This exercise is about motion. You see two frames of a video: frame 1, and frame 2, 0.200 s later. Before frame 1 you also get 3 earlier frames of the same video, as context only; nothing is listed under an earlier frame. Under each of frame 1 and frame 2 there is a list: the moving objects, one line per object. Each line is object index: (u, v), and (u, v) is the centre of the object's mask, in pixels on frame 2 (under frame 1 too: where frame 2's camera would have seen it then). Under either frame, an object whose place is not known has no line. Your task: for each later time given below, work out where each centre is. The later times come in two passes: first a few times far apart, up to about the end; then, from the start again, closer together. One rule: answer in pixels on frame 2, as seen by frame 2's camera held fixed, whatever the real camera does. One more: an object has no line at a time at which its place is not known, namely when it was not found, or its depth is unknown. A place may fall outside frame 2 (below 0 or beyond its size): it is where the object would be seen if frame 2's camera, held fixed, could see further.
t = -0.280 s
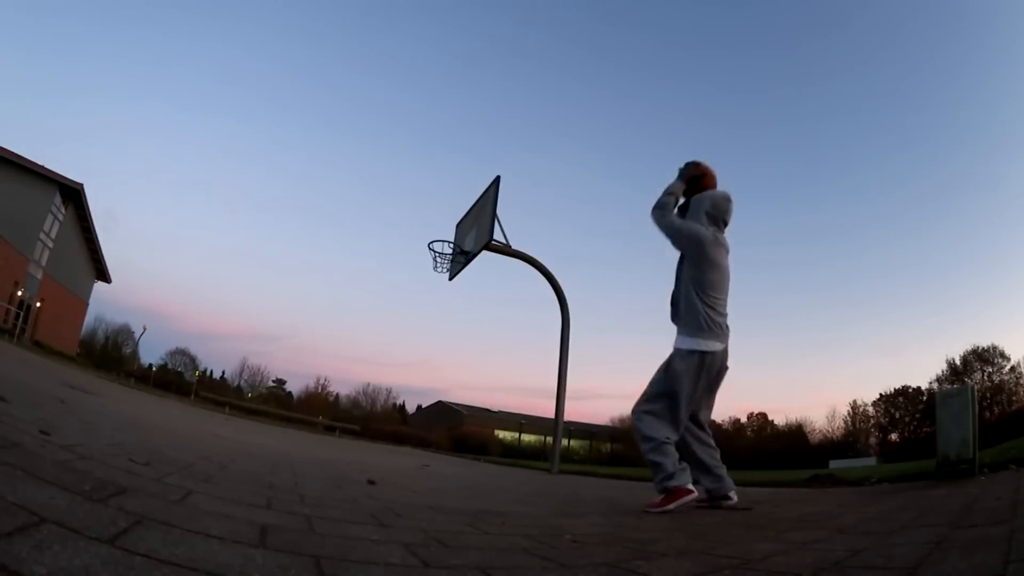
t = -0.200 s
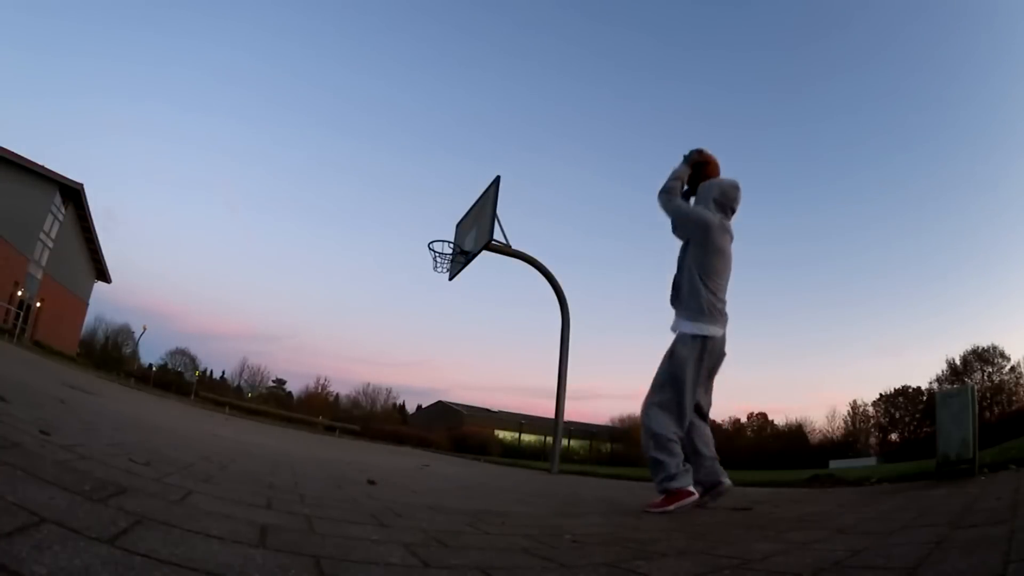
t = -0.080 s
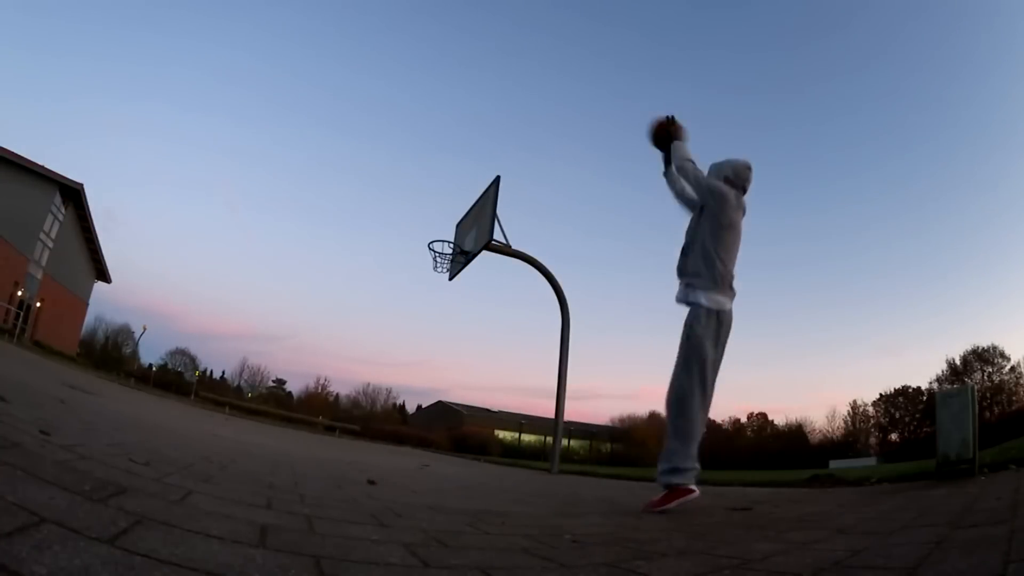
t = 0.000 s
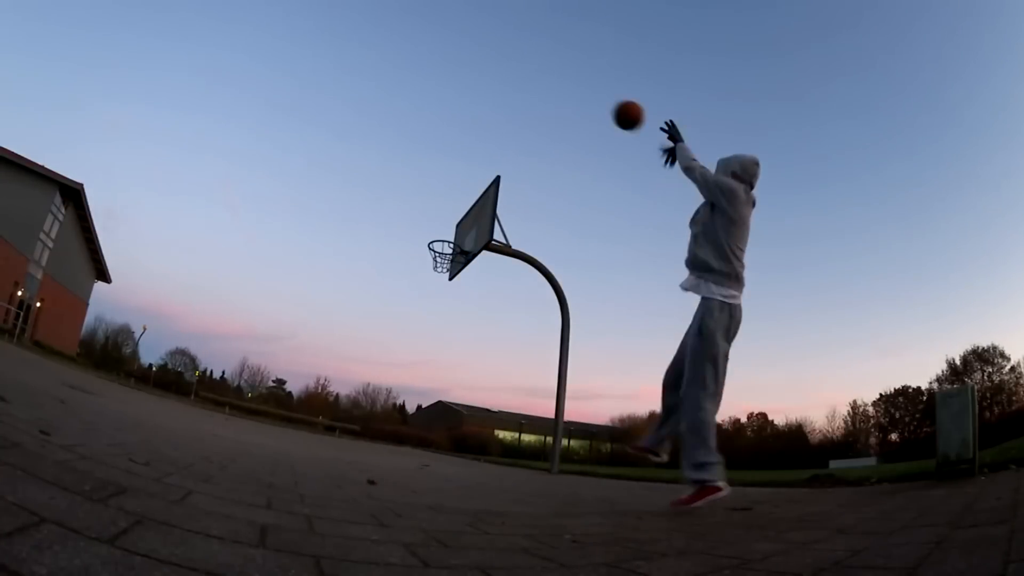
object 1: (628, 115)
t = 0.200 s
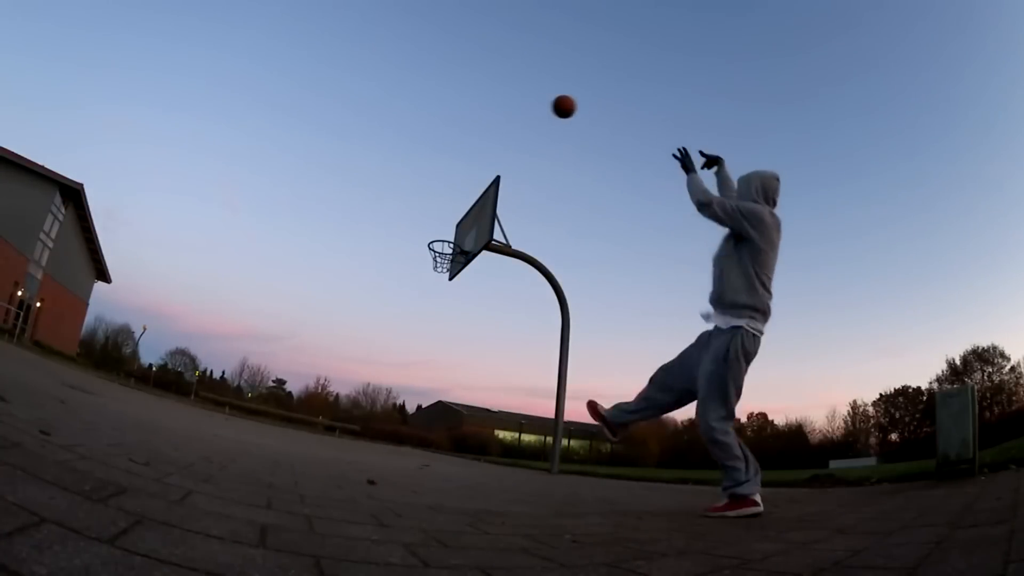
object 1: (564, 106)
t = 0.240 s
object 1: (554, 109)
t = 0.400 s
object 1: (521, 125)
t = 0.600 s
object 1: (488, 161)
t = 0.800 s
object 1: (457, 213)
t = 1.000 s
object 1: (439, 257)
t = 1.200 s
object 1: (440, 256)
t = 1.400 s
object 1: (443, 261)
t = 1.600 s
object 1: (444, 268)
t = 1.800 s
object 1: (442, 294)
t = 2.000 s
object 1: (436, 347)
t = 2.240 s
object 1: (424, 451)
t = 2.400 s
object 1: (429, 411)
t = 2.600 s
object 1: (432, 372)
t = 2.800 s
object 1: (432, 361)
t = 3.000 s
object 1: (427, 378)
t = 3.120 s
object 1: (422, 402)
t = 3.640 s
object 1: (411, 401)
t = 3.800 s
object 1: (407, 405)
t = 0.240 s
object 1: (554, 109)
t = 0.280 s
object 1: (545, 111)
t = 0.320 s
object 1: (537, 115)
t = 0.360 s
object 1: (529, 120)
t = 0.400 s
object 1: (521, 125)
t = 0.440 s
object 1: (514, 131)
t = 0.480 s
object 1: (507, 138)
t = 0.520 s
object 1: (501, 145)
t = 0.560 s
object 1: (494, 153)
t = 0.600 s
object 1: (488, 161)
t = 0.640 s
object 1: (482, 171)
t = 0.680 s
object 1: (476, 181)
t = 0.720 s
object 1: (470, 191)
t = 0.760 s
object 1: (464, 202)
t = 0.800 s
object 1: (457, 213)
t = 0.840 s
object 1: (452, 226)
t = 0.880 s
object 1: (446, 239)
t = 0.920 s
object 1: (441, 253)
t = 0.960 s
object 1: (439, 257)
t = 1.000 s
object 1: (439, 257)
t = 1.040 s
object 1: (439, 256)
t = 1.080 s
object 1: (439, 256)
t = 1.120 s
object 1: (439, 256)
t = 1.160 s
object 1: (440, 256)
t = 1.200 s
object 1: (440, 256)
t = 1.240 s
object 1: (441, 257)
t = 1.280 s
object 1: (441, 258)
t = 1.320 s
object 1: (442, 258)
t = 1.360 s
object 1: (443, 260)
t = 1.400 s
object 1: (443, 261)
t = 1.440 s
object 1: (443, 261)
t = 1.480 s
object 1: (444, 262)
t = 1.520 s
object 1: (443, 264)
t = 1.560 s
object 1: (443, 266)
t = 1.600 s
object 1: (444, 268)
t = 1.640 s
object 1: (444, 271)
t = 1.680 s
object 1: (444, 275)
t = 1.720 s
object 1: (443, 281)
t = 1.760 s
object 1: (443, 287)
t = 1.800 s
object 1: (442, 294)
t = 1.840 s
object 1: (441, 302)
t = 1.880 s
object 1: (440, 312)
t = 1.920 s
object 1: (439, 322)
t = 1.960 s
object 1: (437, 334)
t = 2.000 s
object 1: (436, 347)
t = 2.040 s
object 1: (434, 361)
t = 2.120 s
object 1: (430, 393)
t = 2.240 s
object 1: (424, 451)
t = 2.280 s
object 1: (425, 449)
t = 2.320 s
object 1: (428, 435)
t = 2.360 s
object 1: (429, 422)
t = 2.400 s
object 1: (429, 411)
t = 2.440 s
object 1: (429, 401)
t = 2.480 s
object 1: (430, 392)
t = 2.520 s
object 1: (431, 384)
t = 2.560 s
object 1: (431, 378)
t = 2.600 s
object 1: (432, 372)
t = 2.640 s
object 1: (432, 367)
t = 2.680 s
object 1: (432, 364)
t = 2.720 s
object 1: (432, 362)
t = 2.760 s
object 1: (432, 361)
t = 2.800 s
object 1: (432, 361)
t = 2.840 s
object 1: (431, 362)
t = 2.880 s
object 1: (430, 364)
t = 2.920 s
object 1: (429, 367)
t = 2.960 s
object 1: (428, 372)
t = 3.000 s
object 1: (427, 378)
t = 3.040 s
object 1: (425, 385)
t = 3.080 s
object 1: (424, 393)
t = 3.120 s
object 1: (422, 402)
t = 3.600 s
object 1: (412, 402)
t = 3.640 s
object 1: (411, 401)
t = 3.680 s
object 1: (411, 400)
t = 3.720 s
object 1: (409, 401)
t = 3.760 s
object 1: (408, 403)
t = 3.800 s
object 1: (407, 405)
